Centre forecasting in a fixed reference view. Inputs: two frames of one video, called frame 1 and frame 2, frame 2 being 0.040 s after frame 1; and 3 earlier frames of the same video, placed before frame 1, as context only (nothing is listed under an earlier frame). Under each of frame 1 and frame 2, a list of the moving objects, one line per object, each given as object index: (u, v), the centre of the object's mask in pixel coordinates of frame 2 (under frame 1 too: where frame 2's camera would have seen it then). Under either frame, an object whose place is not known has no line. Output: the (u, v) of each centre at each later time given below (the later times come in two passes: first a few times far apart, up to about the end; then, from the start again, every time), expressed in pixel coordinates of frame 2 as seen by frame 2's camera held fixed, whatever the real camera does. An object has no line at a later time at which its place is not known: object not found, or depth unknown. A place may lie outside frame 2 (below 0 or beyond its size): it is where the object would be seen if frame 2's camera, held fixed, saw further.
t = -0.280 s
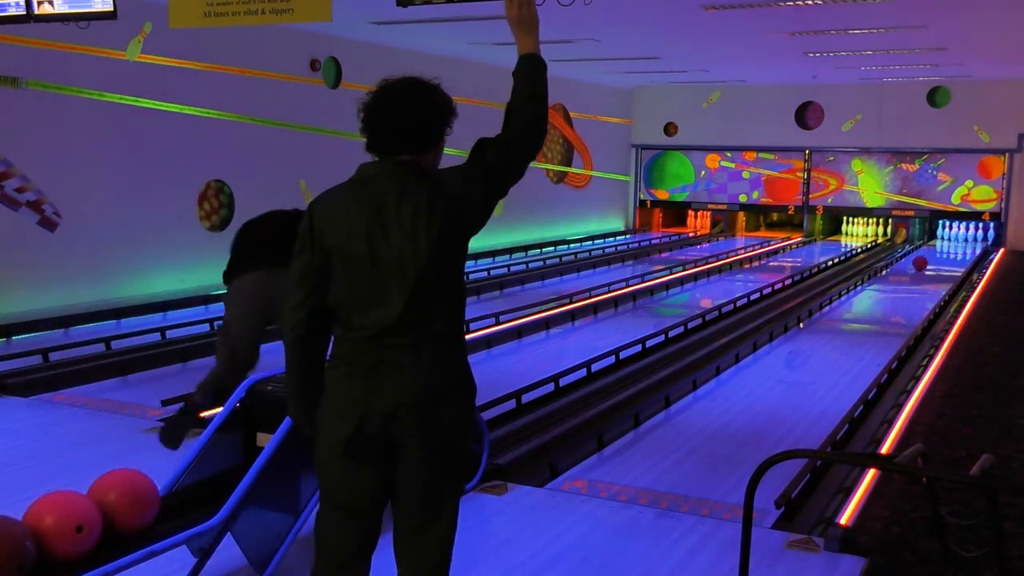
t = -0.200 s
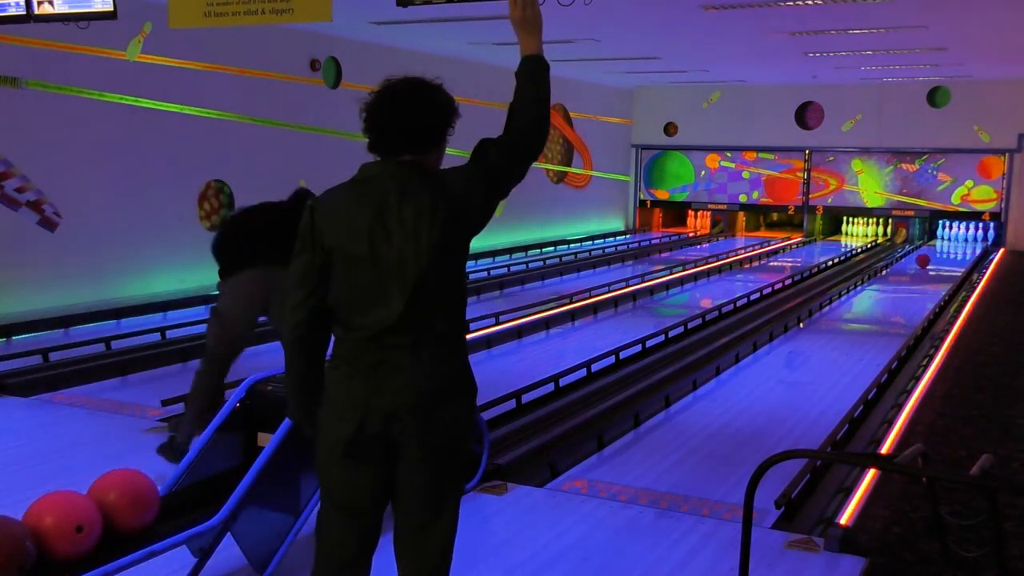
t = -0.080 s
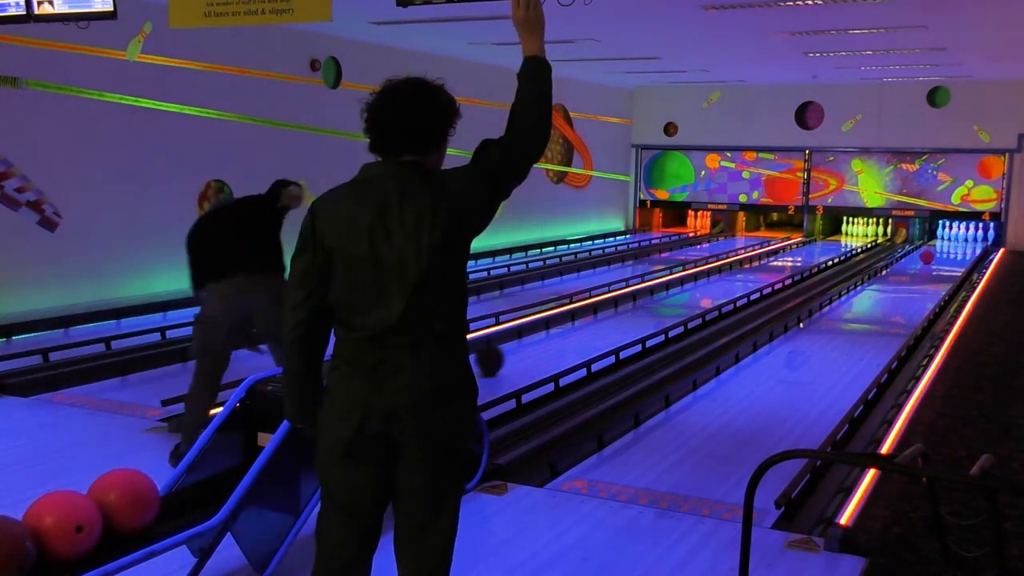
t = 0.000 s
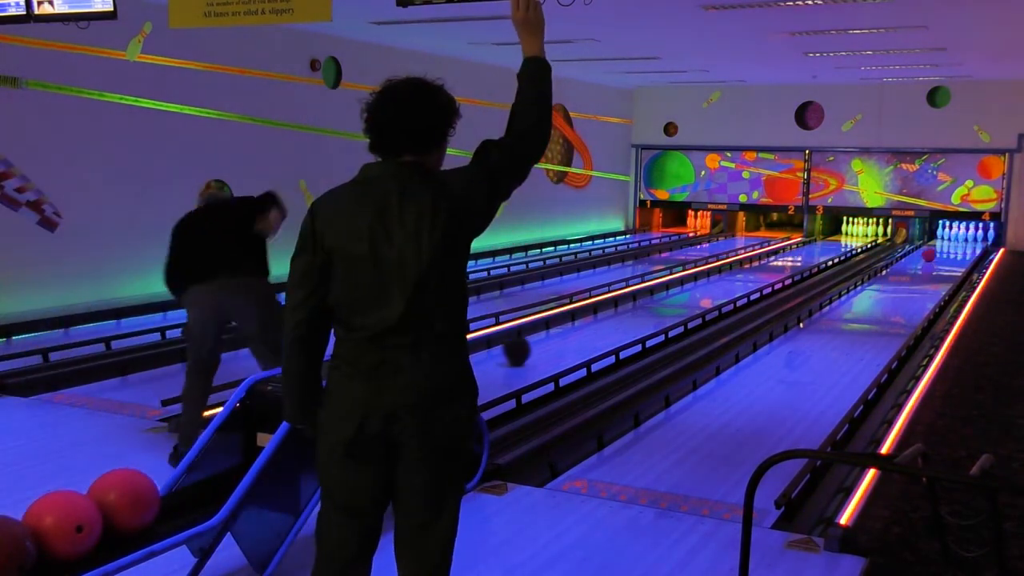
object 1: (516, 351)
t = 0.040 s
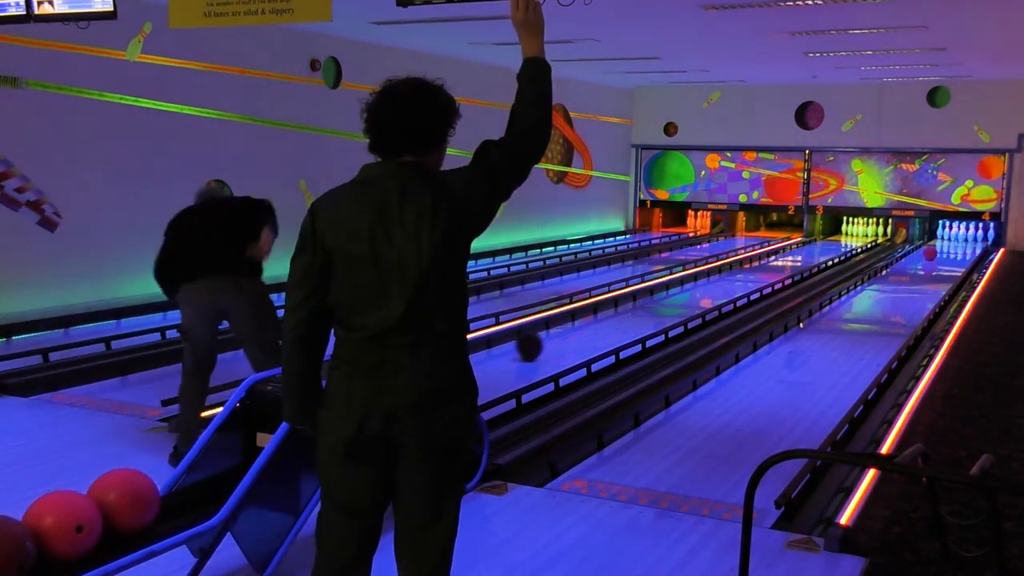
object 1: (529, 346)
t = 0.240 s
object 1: (583, 326)
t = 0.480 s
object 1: (633, 310)
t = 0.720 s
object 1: (673, 297)
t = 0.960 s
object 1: (706, 286)
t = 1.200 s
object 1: (732, 277)
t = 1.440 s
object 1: (754, 270)
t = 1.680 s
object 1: (772, 263)
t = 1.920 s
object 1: (788, 259)
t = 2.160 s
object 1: (802, 254)
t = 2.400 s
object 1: (813, 249)
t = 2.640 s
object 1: (825, 246)
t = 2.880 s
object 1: (834, 243)
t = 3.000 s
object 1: (839, 241)
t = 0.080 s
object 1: (541, 343)
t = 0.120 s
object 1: (552, 339)
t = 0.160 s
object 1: (562, 334)
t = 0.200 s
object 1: (573, 331)
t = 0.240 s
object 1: (583, 326)
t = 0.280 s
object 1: (592, 324)
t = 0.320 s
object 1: (601, 320)
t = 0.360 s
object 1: (610, 318)
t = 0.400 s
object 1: (618, 316)
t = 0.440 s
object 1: (626, 312)
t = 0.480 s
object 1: (633, 310)
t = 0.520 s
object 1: (641, 307)
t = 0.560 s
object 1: (648, 305)
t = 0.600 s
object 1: (654, 303)
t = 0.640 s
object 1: (661, 301)
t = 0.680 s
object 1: (667, 299)
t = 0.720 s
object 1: (673, 297)
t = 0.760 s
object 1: (679, 295)
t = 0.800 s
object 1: (684, 292)
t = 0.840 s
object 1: (690, 291)
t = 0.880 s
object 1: (696, 290)
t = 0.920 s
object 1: (701, 288)
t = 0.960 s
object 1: (706, 286)
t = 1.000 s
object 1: (711, 285)
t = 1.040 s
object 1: (715, 283)
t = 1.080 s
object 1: (719, 281)
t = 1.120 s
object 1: (724, 279)
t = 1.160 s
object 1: (728, 278)
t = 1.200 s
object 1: (732, 277)
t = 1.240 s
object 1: (736, 276)
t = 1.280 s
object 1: (740, 274)
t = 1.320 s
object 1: (743, 273)
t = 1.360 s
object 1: (747, 272)
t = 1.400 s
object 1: (751, 271)
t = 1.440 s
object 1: (754, 270)
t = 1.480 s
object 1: (757, 268)
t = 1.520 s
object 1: (761, 268)
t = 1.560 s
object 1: (764, 267)
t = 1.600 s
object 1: (767, 266)
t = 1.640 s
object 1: (769, 265)
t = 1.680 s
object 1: (772, 263)
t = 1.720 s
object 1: (775, 263)
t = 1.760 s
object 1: (778, 262)
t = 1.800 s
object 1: (781, 261)
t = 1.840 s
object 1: (783, 260)
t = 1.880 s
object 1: (785, 259)
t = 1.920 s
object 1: (788, 259)
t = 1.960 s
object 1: (790, 258)
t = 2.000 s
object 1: (793, 257)
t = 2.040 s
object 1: (795, 256)
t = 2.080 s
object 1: (798, 256)
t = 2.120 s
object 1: (800, 255)
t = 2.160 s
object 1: (802, 254)
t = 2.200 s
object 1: (804, 253)
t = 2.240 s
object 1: (806, 252)
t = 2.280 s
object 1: (808, 251)
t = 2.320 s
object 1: (810, 251)
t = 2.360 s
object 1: (812, 250)
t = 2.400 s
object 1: (813, 249)
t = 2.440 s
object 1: (816, 249)
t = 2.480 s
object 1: (818, 248)
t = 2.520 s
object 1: (819, 247)
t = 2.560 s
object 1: (821, 247)
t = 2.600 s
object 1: (823, 246)
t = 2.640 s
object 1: (825, 246)
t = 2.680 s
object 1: (827, 245)
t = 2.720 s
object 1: (828, 244)
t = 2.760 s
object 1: (829, 244)
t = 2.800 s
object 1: (831, 243)
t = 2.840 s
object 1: (833, 243)
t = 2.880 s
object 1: (834, 243)
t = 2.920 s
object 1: (836, 242)
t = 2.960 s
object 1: (838, 242)
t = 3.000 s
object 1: (839, 241)
